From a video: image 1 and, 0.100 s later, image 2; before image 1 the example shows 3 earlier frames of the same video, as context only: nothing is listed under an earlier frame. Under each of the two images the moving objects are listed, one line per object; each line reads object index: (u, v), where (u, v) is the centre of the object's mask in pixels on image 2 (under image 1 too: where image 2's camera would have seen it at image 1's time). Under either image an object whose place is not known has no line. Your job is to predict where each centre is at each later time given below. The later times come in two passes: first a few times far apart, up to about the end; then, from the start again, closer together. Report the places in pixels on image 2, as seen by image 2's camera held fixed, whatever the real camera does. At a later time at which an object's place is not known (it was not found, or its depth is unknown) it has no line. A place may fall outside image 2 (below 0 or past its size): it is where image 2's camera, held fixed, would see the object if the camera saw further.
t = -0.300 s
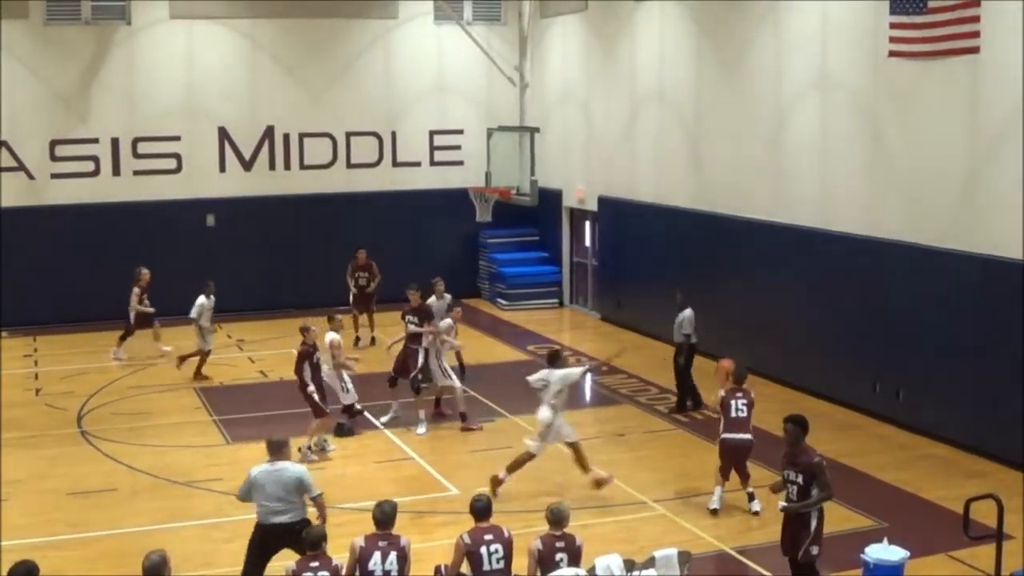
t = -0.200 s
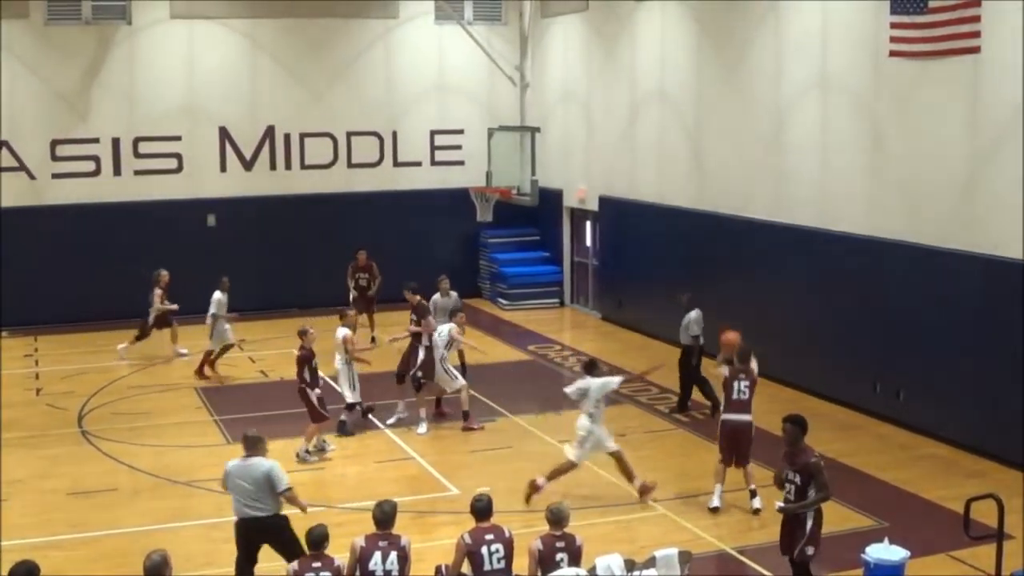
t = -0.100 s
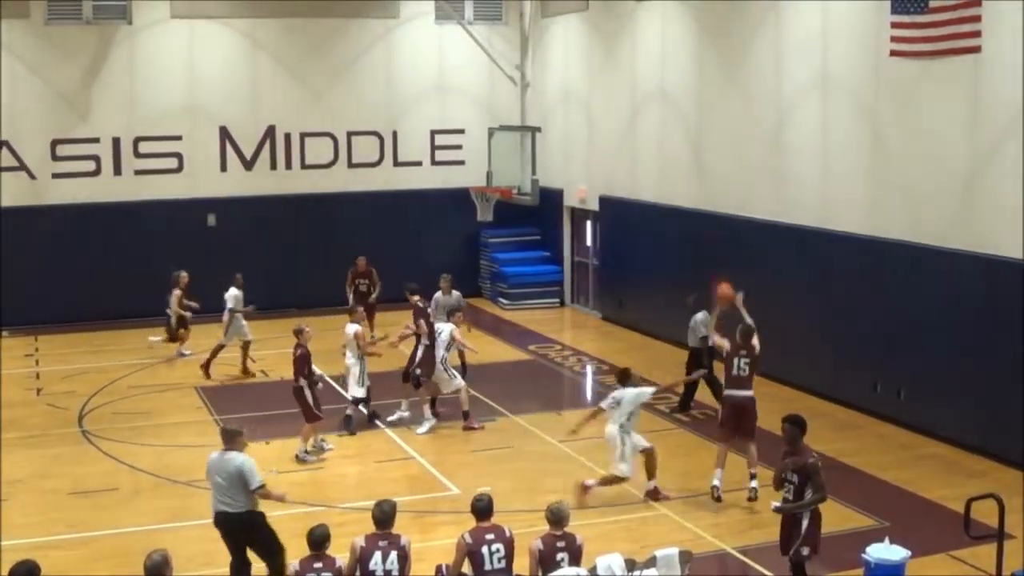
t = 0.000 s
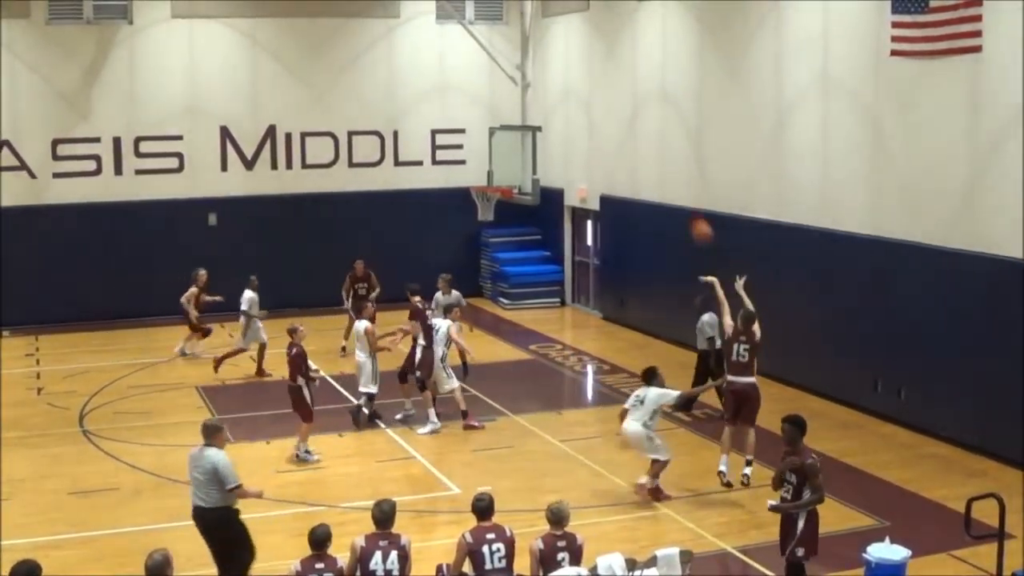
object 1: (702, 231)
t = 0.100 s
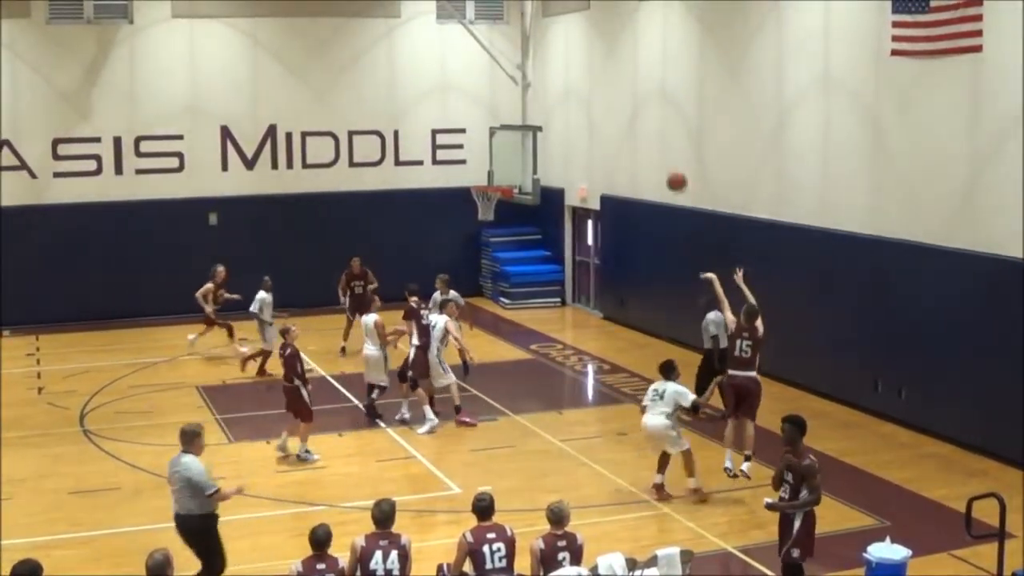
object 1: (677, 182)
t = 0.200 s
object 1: (652, 141)
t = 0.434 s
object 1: (602, 87)
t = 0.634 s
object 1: (564, 78)
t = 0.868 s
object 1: (526, 103)
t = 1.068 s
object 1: (497, 152)
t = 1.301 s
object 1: (492, 202)
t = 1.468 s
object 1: (480, 211)
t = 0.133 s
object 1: (668, 167)
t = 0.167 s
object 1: (660, 154)
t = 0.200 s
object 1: (652, 141)
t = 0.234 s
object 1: (644, 130)
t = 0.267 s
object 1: (637, 120)
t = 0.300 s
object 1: (630, 112)
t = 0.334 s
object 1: (622, 104)
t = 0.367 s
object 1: (615, 97)
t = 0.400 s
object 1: (608, 91)
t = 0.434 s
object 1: (602, 87)
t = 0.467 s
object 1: (595, 83)
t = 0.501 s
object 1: (589, 80)
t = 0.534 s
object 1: (582, 78)
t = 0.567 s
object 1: (576, 78)
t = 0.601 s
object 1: (570, 77)
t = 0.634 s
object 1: (564, 78)
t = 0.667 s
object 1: (559, 79)
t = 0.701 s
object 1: (553, 81)
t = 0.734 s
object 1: (547, 84)
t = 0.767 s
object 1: (542, 88)
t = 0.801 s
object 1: (536, 93)
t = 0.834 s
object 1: (532, 97)
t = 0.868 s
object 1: (526, 103)
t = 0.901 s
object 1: (521, 110)
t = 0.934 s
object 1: (517, 117)
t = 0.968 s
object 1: (512, 124)
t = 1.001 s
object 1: (507, 134)
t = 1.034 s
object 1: (501, 142)
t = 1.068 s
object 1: (497, 152)
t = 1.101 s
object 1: (492, 161)
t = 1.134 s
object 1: (487, 172)
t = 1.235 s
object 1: (498, 192)
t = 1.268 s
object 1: (500, 196)
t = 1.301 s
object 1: (492, 202)
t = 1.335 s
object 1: (488, 206)
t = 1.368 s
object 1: (485, 209)
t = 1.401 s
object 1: (483, 210)
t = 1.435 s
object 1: (480, 211)
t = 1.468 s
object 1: (480, 211)
